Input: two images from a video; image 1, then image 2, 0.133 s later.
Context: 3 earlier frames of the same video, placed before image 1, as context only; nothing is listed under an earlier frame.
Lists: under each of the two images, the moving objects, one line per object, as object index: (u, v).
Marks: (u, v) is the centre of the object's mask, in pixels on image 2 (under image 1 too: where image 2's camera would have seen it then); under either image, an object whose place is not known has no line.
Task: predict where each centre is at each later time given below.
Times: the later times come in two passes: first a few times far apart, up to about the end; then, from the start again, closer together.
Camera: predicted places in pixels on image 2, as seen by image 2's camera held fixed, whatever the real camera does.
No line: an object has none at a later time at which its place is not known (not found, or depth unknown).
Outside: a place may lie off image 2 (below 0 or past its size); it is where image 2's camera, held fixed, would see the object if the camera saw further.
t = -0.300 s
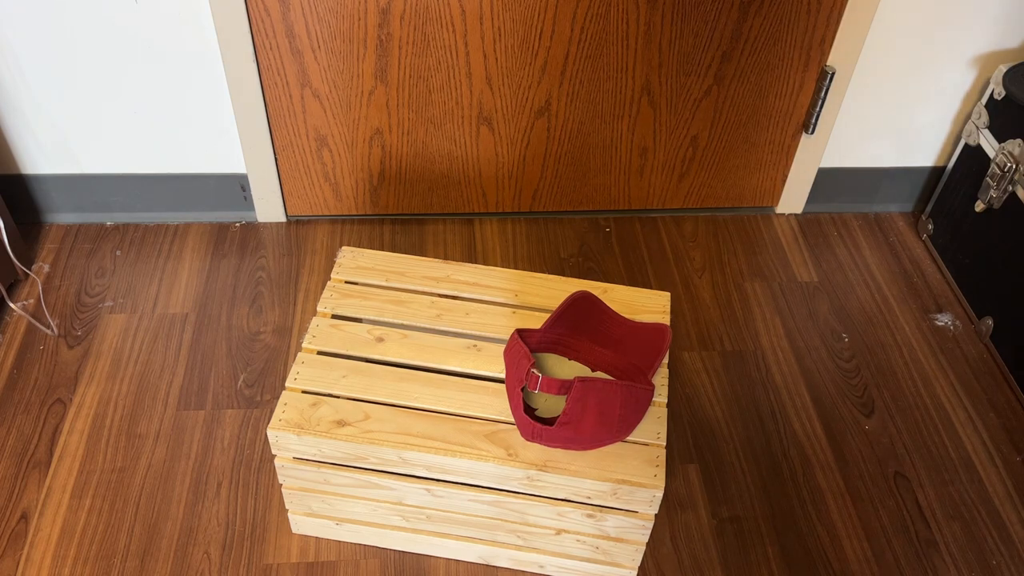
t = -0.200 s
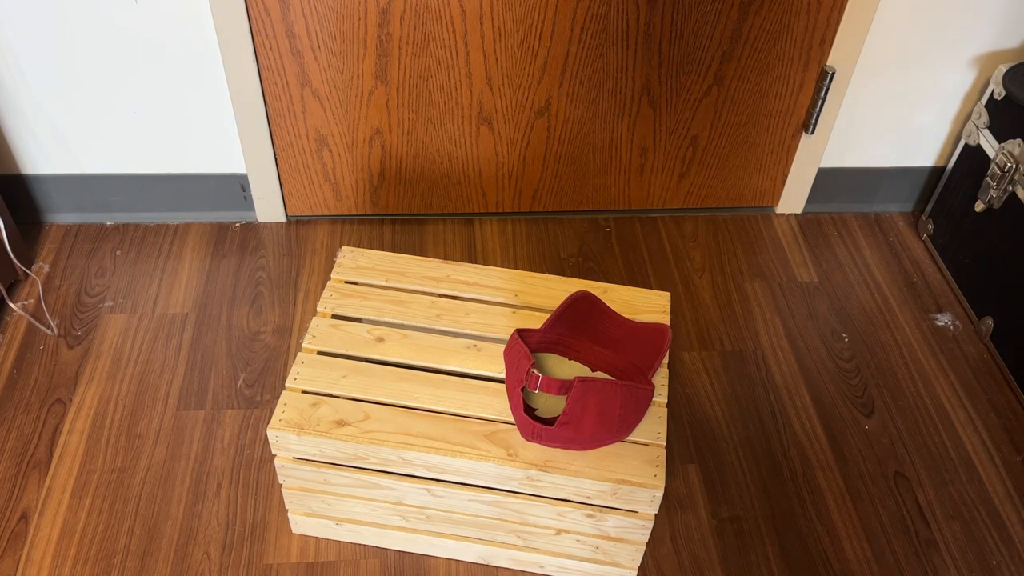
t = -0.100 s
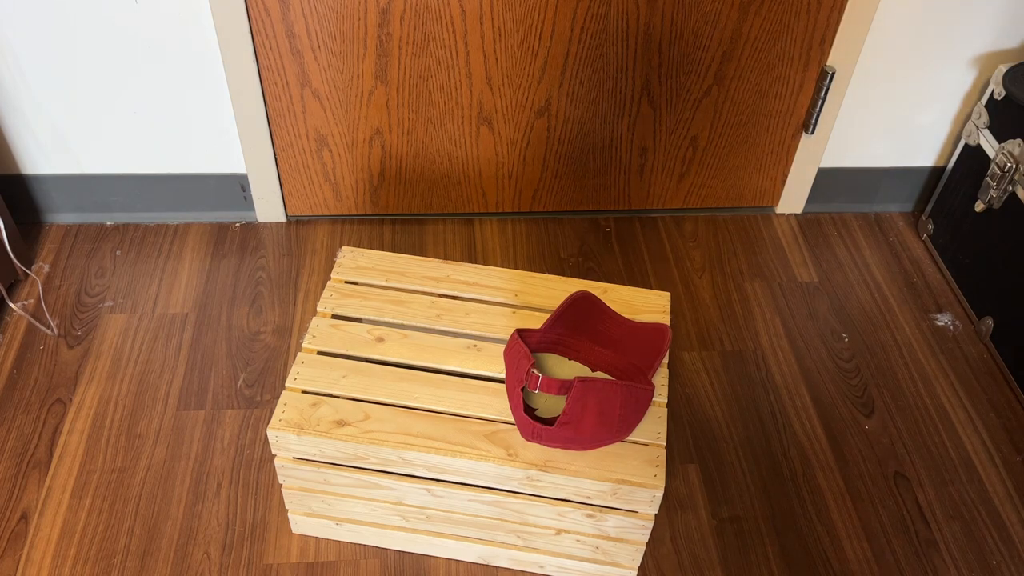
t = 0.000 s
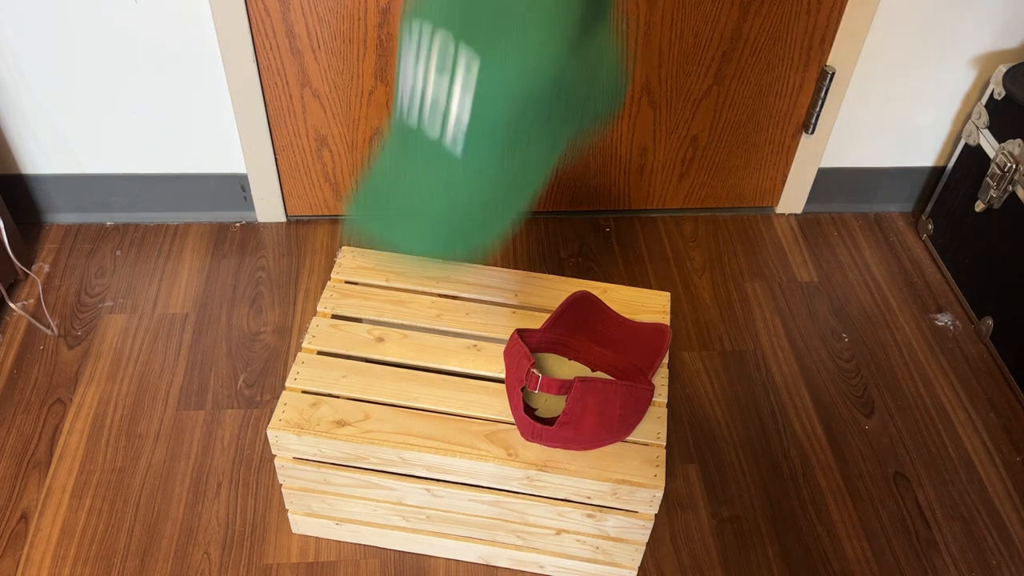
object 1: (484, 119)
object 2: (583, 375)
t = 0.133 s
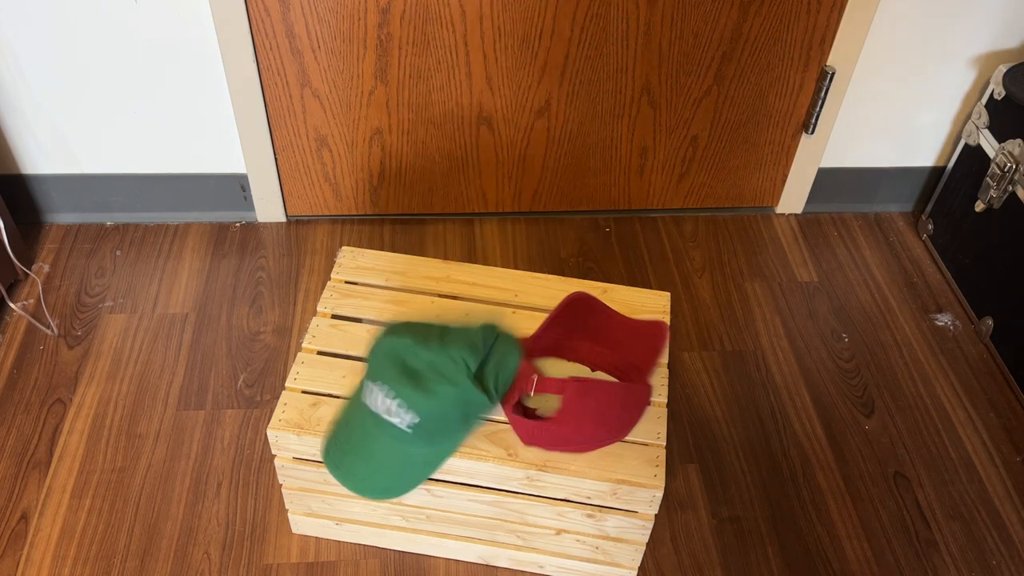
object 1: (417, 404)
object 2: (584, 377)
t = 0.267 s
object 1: (413, 408)
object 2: (560, 366)
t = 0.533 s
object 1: (405, 409)
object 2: (558, 361)
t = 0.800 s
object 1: (405, 409)
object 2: (558, 360)
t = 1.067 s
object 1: (405, 409)
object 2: (558, 361)
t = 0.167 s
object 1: (414, 408)
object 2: (571, 376)
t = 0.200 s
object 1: (415, 403)
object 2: (565, 372)
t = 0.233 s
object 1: (415, 403)
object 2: (561, 369)
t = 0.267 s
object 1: (413, 408)
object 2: (560, 366)
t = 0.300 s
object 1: (410, 409)
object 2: (560, 365)
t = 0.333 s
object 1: (407, 407)
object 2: (561, 364)
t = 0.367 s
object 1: (407, 403)
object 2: (561, 362)
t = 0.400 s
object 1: (408, 402)
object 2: (560, 360)
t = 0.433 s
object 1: (407, 403)
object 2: (559, 361)
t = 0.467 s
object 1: (406, 405)
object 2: (559, 361)
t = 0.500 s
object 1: (405, 407)
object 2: (559, 361)
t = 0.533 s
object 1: (405, 409)
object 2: (558, 361)
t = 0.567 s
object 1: (405, 409)
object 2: (558, 360)
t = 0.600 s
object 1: (405, 409)
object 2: (558, 360)
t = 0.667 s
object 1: (405, 409)
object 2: (558, 360)
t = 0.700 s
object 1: (405, 409)
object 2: (558, 360)
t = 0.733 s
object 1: (405, 409)
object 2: (558, 360)
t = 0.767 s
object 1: (405, 409)
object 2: (558, 360)
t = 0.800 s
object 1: (405, 409)
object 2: (558, 360)
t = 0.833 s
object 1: (405, 409)
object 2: (558, 360)
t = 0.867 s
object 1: (405, 409)
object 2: (558, 360)
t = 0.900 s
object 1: (405, 409)
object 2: (558, 360)
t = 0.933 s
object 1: (405, 409)
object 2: (558, 360)
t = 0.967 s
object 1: (405, 409)
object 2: (558, 360)
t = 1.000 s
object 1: (405, 409)
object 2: (558, 360)
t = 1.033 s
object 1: (405, 409)
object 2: (558, 361)
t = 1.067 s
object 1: (405, 409)
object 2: (558, 361)
